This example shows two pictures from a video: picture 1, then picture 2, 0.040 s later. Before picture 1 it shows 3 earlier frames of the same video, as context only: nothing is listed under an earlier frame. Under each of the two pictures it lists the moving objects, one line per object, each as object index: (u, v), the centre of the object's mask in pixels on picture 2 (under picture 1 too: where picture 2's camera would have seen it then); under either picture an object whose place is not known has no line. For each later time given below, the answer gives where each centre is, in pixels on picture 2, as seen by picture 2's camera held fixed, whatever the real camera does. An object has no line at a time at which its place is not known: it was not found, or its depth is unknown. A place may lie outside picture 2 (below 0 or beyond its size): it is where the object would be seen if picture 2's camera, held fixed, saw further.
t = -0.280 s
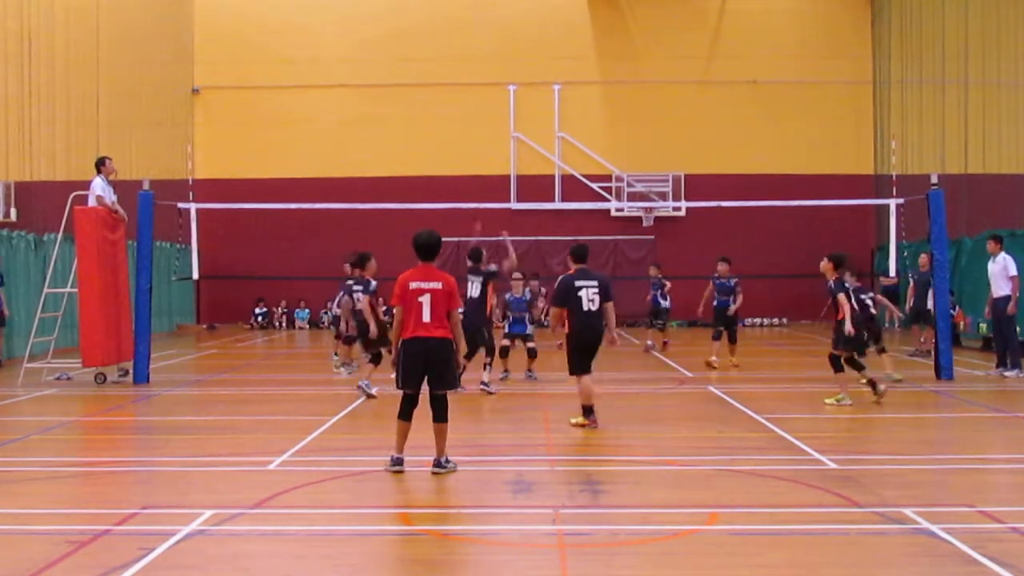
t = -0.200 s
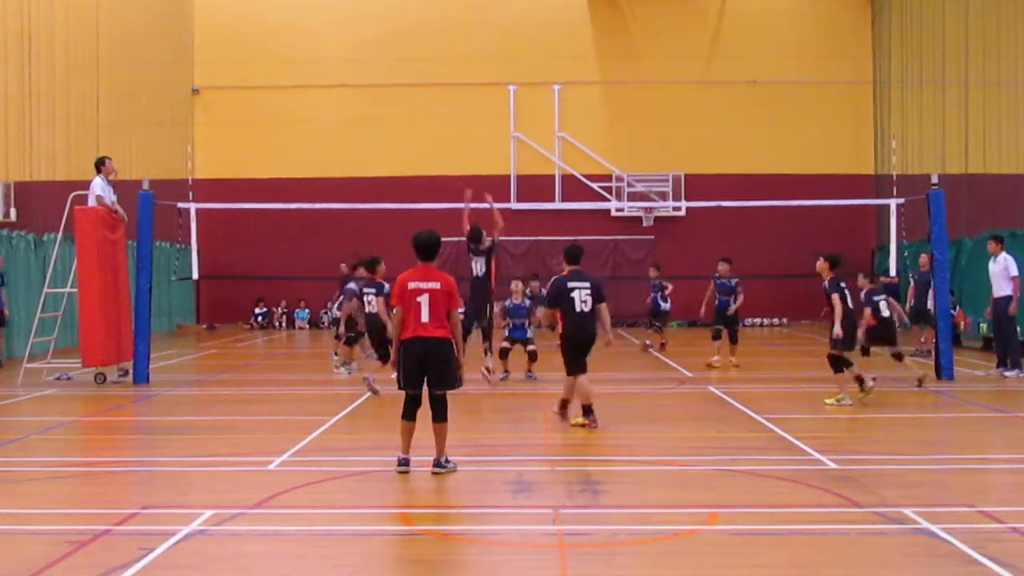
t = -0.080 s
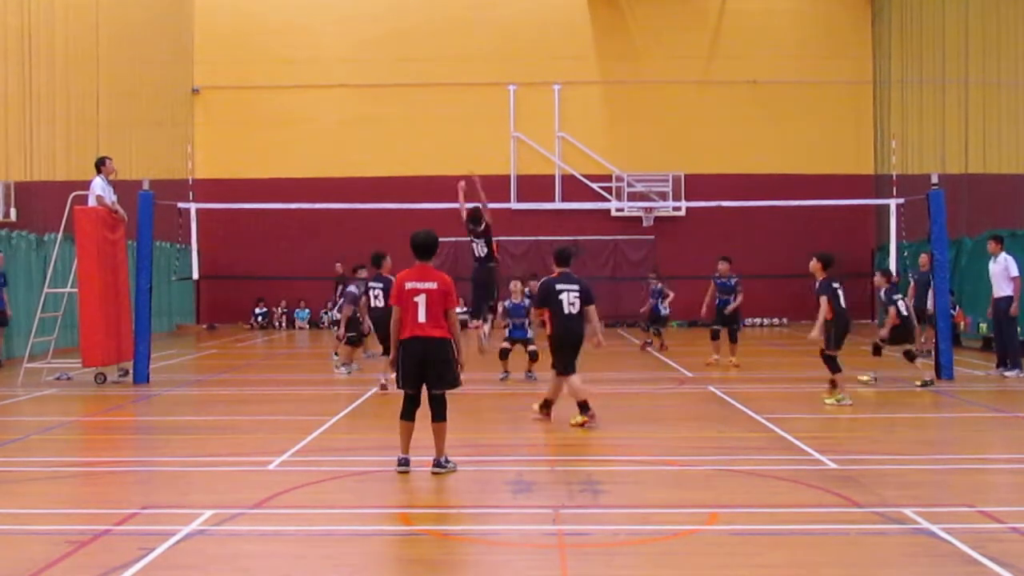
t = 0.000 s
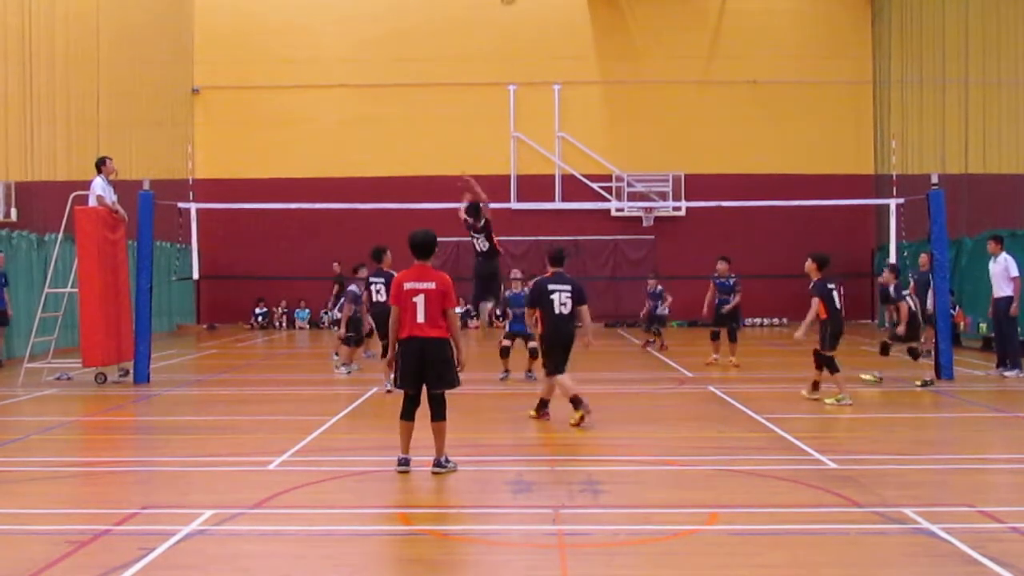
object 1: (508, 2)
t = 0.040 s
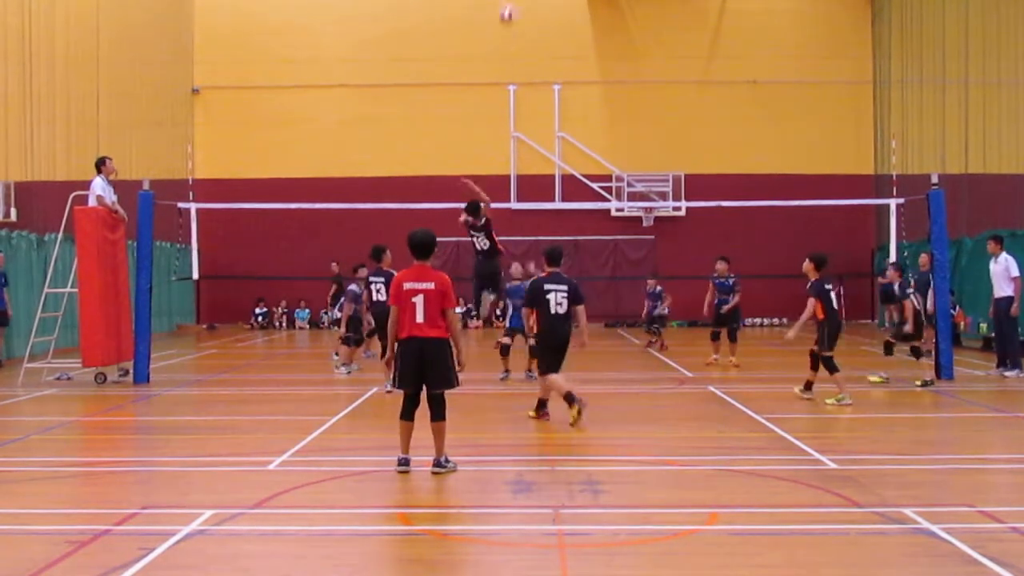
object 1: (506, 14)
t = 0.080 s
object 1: (505, 35)
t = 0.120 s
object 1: (505, 56)
